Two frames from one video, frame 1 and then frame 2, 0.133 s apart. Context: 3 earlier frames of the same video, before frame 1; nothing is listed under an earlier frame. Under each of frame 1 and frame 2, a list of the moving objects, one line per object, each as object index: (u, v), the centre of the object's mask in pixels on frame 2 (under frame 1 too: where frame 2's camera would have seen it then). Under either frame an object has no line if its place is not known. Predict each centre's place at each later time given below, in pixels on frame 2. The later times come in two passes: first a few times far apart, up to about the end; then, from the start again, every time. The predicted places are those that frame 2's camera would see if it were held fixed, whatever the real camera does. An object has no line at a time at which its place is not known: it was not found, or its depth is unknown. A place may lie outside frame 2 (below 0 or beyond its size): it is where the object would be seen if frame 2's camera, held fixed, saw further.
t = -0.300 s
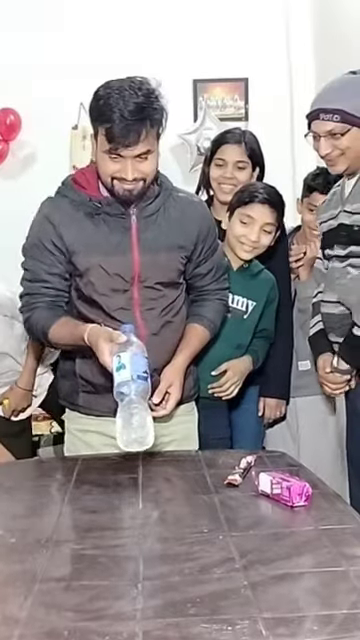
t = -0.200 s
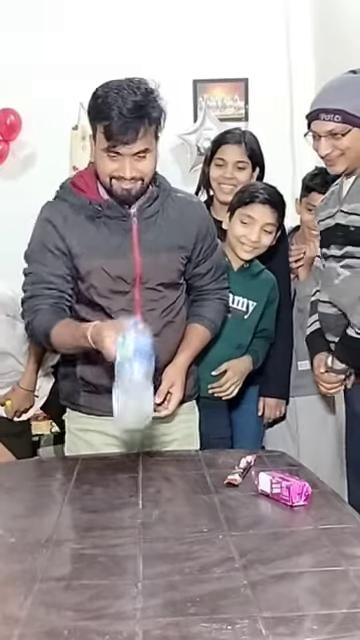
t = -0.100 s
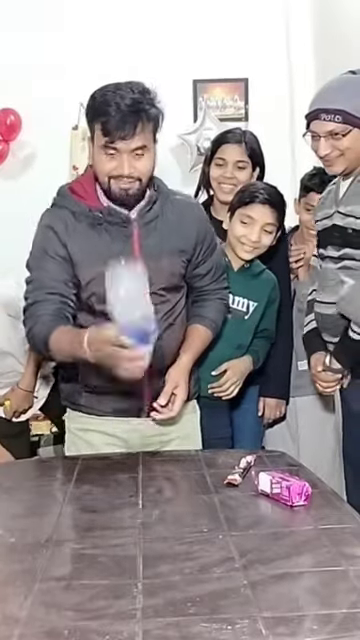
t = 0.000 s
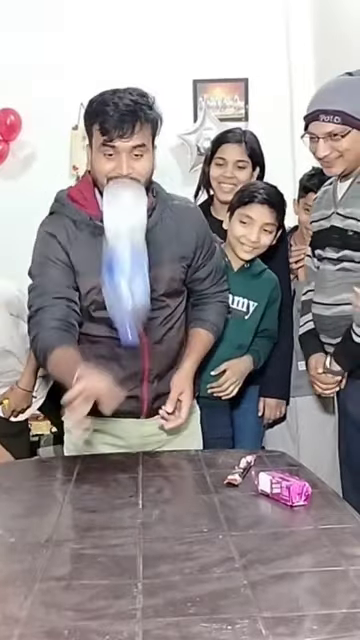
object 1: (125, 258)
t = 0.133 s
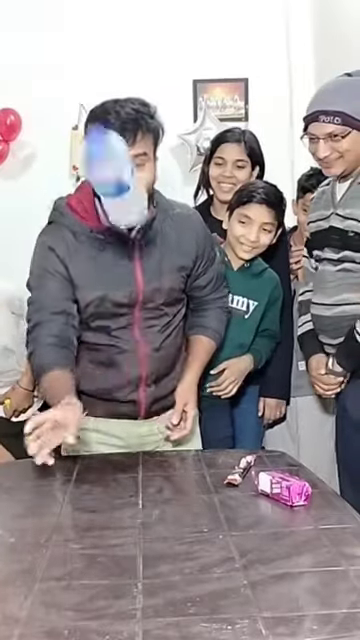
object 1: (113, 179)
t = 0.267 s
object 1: (119, 238)
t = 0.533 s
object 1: (134, 438)
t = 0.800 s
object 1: (128, 439)
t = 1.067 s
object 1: (128, 439)
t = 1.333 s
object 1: (128, 440)
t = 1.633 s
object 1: (128, 439)
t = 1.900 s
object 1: (128, 440)
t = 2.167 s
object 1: (128, 440)
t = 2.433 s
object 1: (128, 440)
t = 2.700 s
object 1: (128, 439)
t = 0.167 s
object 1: (114, 181)
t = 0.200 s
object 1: (115, 193)
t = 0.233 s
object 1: (117, 212)
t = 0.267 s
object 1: (119, 238)
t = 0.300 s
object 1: (121, 272)
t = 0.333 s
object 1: (124, 312)
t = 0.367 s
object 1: (127, 361)
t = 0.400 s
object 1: (130, 418)
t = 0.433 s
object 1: (133, 437)
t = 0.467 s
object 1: (134, 438)
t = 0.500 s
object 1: (134, 438)
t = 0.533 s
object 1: (134, 438)
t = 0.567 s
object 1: (132, 438)
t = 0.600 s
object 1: (128, 437)
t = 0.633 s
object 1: (125, 439)
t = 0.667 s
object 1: (125, 439)
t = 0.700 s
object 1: (127, 439)
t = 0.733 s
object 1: (129, 439)
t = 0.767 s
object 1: (129, 439)
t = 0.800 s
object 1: (128, 439)
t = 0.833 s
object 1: (127, 440)
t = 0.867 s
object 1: (128, 439)
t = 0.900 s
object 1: (129, 440)
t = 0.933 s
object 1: (128, 439)
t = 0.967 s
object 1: (128, 439)
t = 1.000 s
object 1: (128, 439)
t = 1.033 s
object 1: (128, 439)
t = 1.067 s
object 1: (128, 439)
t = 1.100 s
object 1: (128, 439)
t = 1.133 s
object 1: (128, 439)
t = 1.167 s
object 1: (128, 439)
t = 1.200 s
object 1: (128, 440)
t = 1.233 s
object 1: (128, 440)
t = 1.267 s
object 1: (128, 440)
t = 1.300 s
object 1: (128, 440)
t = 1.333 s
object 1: (128, 440)
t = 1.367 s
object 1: (128, 440)
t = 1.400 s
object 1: (128, 440)
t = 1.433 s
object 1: (128, 439)
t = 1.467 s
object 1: (128, 439)
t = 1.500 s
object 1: (128, 439)
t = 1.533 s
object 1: (128, 440)
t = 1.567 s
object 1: (128, 440)
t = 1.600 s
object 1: (128, 439)
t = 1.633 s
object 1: (128, 439)
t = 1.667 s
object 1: (128, 440)
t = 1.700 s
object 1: (128, 440)
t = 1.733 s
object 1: (128, 439)
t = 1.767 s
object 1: (128, 439)
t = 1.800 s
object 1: (128, 440)
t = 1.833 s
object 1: (128, 440)
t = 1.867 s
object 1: (128, 440)
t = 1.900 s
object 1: (128, 440)
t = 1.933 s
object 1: (128, 440)
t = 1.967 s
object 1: (128, 440)
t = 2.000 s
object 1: (128, 440)
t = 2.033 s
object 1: (128, 440)
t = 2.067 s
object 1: (128, 440)
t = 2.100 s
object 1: (128, 440)
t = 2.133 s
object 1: (128, 440)
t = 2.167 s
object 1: (128, 440)
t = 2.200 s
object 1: (128, 440)
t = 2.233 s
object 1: (128, 440)
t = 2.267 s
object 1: (128, 440)
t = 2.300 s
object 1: (128, 439)
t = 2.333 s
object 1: (128, 440)
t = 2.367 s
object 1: (128, 440)
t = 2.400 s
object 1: (128, 440)
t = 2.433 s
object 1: (128, 440)
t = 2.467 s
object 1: (128, 439)
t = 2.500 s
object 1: (128, 440)
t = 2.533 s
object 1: (128, 440)
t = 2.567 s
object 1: (128, 440)
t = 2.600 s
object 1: (128, 440)
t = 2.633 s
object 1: (128, 439)
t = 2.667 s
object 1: (129, 439)
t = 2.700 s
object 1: (128, 439)
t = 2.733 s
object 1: (128, 440)
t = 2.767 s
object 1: (128, 440)
